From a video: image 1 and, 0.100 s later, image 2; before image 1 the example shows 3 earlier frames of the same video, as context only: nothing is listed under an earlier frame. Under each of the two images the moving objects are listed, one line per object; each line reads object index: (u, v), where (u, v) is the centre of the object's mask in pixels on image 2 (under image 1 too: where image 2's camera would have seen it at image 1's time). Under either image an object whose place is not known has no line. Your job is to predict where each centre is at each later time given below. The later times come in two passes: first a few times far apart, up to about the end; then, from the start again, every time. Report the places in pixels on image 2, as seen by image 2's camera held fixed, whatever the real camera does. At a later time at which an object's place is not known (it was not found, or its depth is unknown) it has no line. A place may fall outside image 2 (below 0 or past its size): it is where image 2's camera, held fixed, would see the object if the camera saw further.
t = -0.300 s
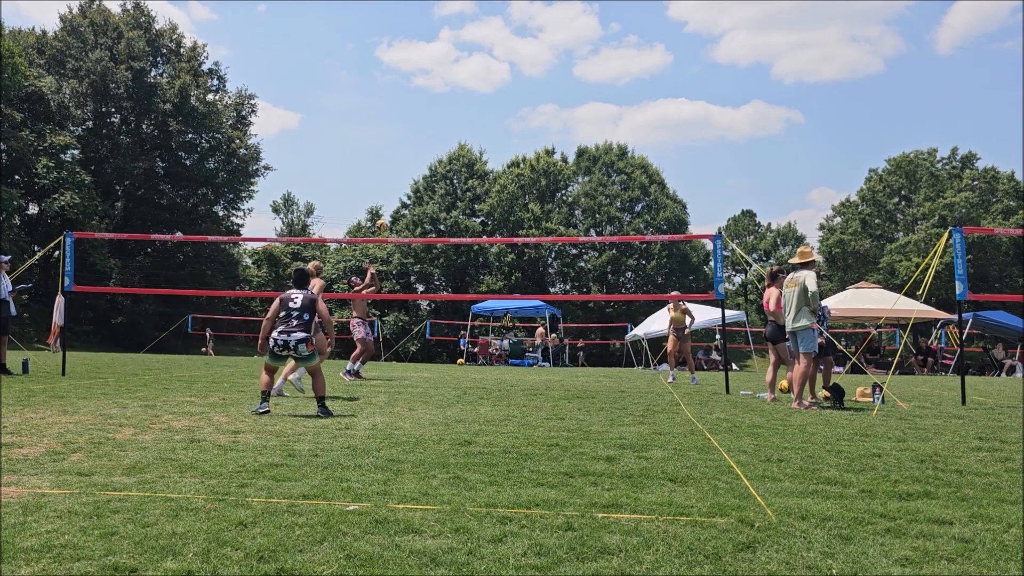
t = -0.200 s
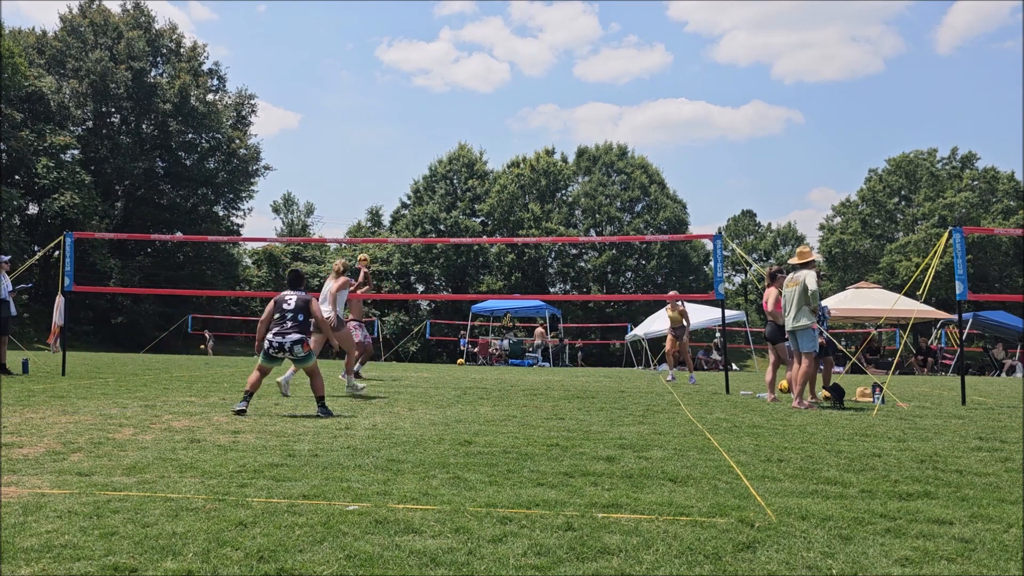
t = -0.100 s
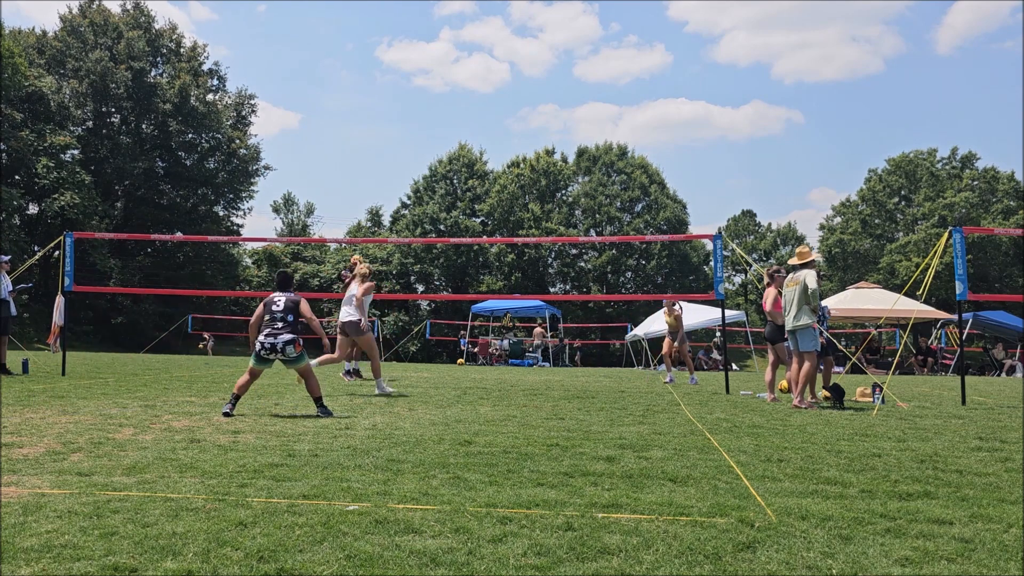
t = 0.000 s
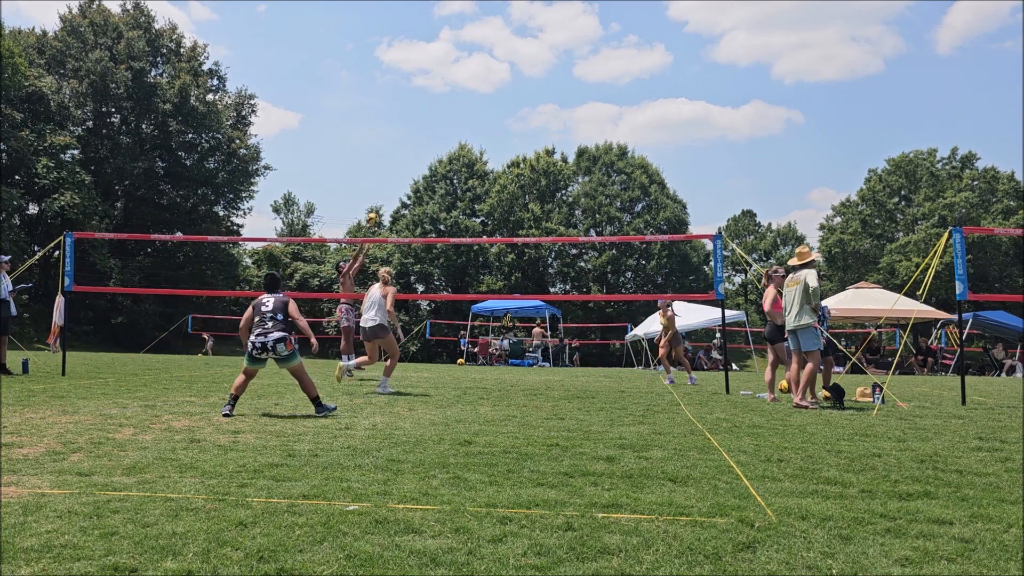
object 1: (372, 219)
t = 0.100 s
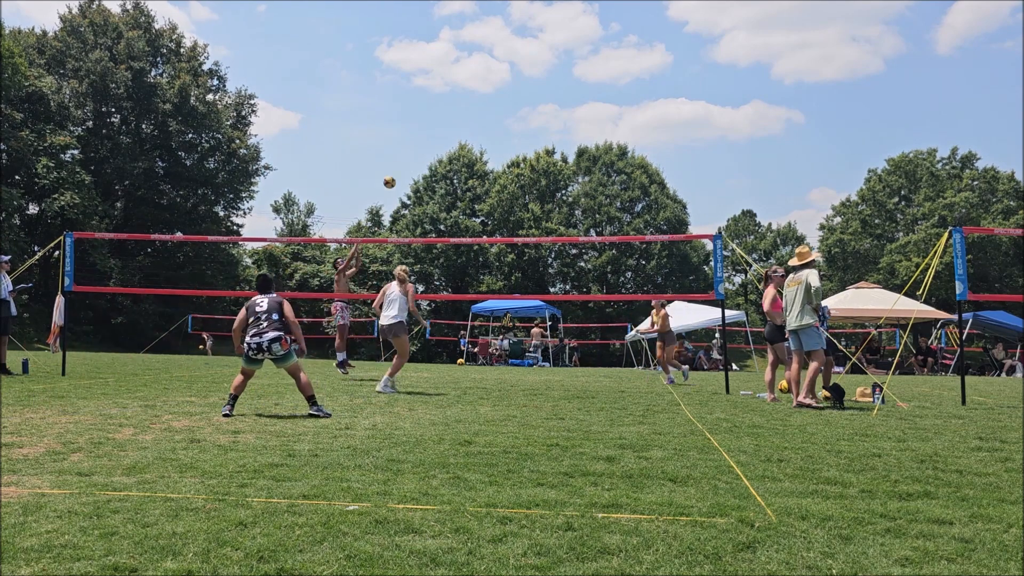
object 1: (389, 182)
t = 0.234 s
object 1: (411, 142)
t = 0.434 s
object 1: (441, 101)
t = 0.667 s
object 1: (476, 83)
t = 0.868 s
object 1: (504, 92)
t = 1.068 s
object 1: (532, 125)
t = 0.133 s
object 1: (395, 171)
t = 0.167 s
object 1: (400, 161)
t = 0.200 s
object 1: (405, 151)
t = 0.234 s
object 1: (411, 142)
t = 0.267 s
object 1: (416, 134)
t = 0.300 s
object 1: (421, 126)
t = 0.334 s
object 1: (426, 118)
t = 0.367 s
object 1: (431, 112)
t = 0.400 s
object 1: (436, 106)
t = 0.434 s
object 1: (441, 101)
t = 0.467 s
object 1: (446, 97)
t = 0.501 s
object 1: (451, 93)
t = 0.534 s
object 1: (456, 89)
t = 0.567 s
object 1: (461, 87)
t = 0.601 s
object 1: (466, 85)
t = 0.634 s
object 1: (471, 83)
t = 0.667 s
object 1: (476, 83)
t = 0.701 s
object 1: (480, 83)
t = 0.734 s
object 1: (485, 83)
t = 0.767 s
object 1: (490, 85)
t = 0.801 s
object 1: (495, 86)
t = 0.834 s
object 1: (500, 89)
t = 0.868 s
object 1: (504, 92)
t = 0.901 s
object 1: (509, 96)
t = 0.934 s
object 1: (514, 100)
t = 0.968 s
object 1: (518, 106)
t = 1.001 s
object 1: (523, 111)
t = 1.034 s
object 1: (528, 118)
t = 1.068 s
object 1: (532, 125)
